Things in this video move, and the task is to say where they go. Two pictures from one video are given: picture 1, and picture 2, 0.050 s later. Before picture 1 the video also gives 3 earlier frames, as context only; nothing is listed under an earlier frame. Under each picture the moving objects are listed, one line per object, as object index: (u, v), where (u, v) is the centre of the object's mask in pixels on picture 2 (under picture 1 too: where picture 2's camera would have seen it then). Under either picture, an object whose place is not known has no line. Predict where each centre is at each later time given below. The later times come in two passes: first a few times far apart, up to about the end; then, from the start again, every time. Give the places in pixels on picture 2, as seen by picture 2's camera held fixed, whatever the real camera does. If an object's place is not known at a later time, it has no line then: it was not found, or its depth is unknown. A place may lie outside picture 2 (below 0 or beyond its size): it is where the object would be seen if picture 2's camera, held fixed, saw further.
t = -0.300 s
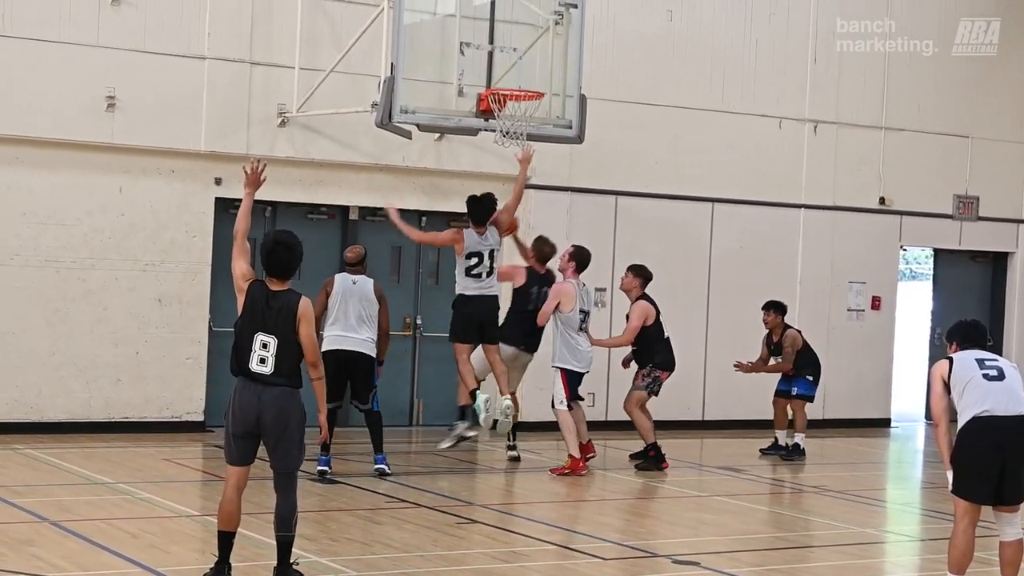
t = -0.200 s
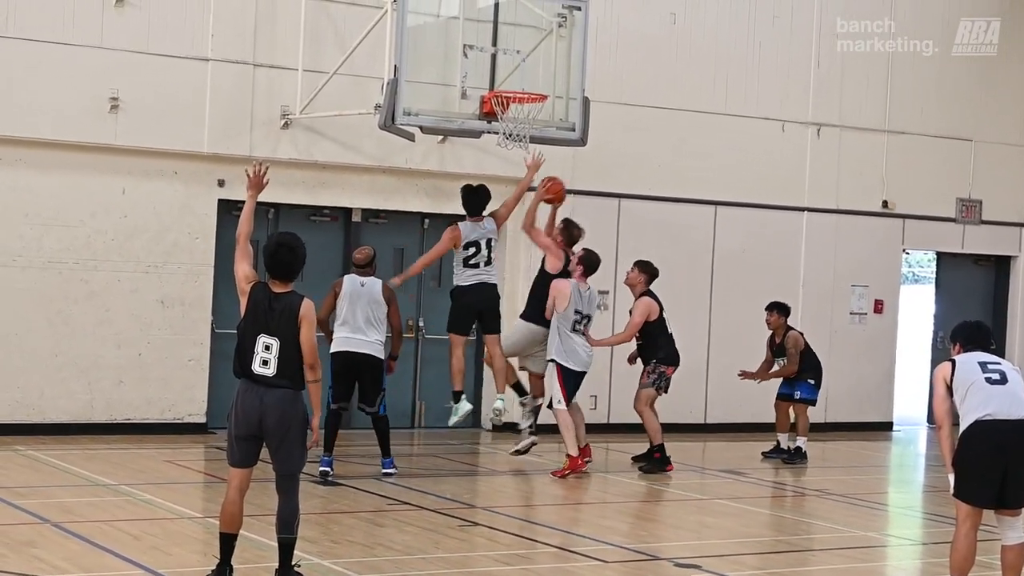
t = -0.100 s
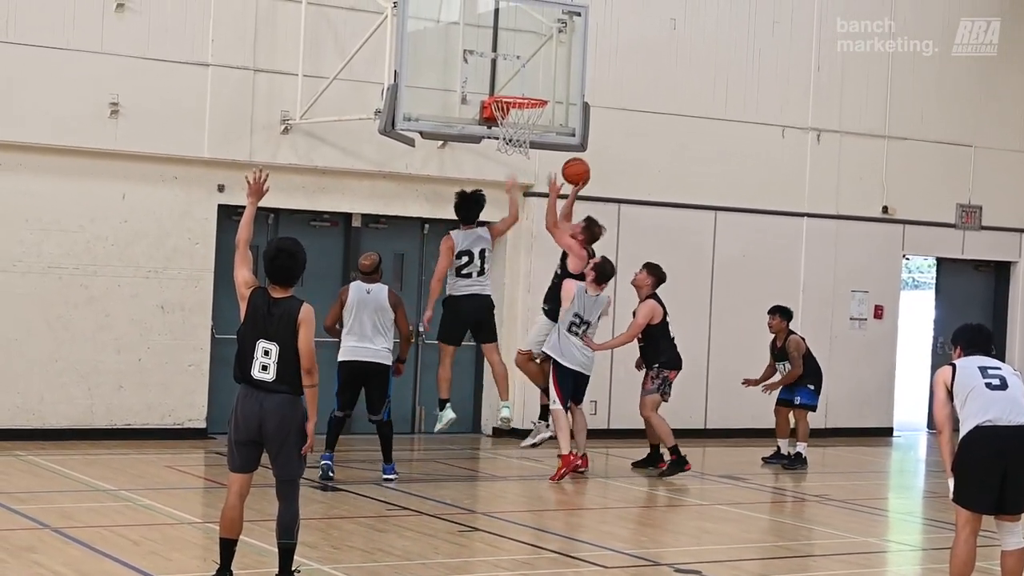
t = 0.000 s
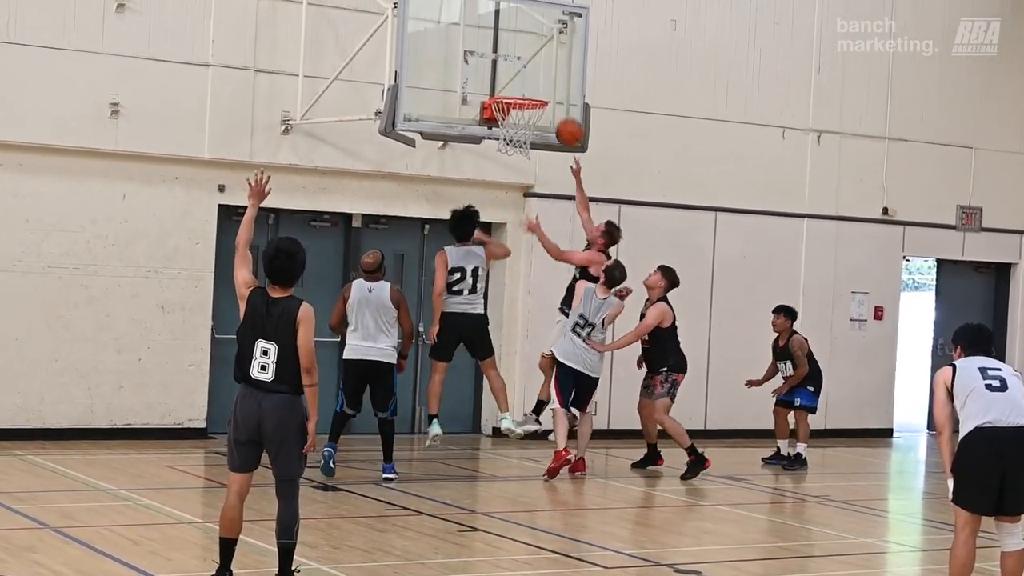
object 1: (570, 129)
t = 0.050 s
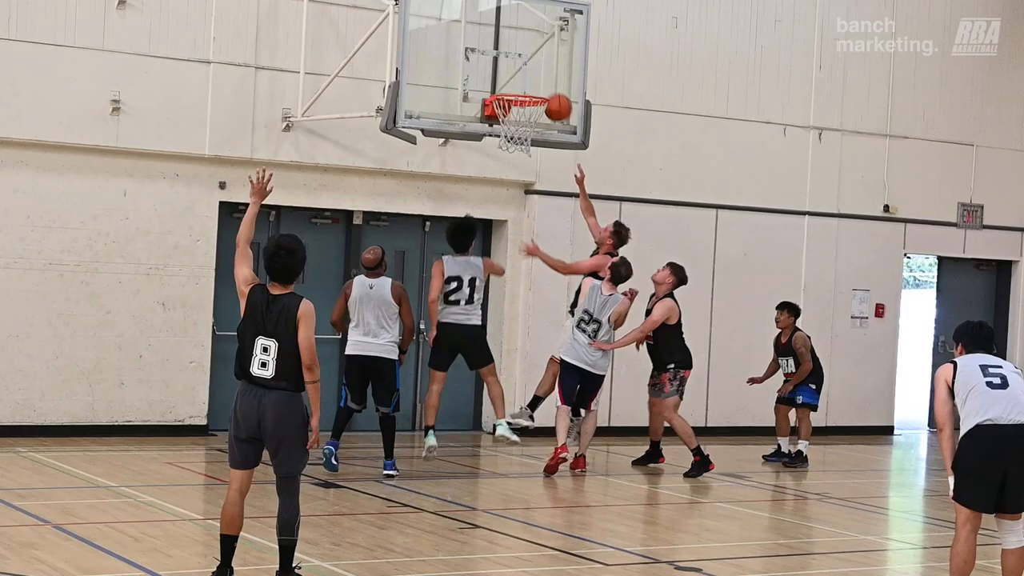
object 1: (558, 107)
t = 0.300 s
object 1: (528, 68)
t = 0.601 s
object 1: (512, 123)
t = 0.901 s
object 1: (523, 202)
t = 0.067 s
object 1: (555, 100)
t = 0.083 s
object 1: (551, 93)
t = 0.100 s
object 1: (545, 87)
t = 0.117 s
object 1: (541, 82)
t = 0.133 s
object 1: (538, 78)
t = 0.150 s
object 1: (537, 76)
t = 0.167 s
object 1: (536, 73)
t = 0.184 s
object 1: (535, 72)
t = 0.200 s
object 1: (534, 70)
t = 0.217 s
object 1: (533, 69)
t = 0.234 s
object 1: (532, 68)
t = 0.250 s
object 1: (532, 68)
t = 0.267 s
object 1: (531, 68)
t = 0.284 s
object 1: (529, 68)
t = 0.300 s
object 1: (528, 68)
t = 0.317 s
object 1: (527, 69)
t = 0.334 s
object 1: (526, 70)
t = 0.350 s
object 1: (525, 71)
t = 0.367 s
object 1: (524, 73)
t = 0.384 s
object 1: (523, 75)
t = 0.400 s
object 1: (522, 78)
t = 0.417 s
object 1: (520, 80)
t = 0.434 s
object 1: (519, 82)
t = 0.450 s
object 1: (518, 85)
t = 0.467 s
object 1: (517, 87)
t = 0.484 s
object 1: (516, 89)
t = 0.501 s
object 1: (515, 90)
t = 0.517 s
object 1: (512, 105)
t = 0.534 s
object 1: (512, 110)
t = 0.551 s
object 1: (513, 114)
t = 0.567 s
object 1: (512, 117)
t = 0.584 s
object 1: (513, 121)
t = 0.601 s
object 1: (512, 123)
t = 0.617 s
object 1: (513, 124)
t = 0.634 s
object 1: (514, 127)
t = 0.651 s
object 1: (514, 128)
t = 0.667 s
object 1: (515, 131)
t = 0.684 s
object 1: (516, 136)
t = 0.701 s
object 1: (517, 141)
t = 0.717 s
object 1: (517, 143)
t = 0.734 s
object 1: (518, 146)
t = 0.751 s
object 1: (518, 150)
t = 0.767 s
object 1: (519, 154)
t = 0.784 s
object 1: (519, 158)
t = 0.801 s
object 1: (520, 164)
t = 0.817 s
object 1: (521, 169)
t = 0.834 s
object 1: (521, 175)
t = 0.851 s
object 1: (522, 181)
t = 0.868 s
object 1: (522, 187)
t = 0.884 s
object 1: (523, 194)
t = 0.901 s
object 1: (523, 202)
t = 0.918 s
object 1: (524, 209)
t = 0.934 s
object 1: (525, 217)
